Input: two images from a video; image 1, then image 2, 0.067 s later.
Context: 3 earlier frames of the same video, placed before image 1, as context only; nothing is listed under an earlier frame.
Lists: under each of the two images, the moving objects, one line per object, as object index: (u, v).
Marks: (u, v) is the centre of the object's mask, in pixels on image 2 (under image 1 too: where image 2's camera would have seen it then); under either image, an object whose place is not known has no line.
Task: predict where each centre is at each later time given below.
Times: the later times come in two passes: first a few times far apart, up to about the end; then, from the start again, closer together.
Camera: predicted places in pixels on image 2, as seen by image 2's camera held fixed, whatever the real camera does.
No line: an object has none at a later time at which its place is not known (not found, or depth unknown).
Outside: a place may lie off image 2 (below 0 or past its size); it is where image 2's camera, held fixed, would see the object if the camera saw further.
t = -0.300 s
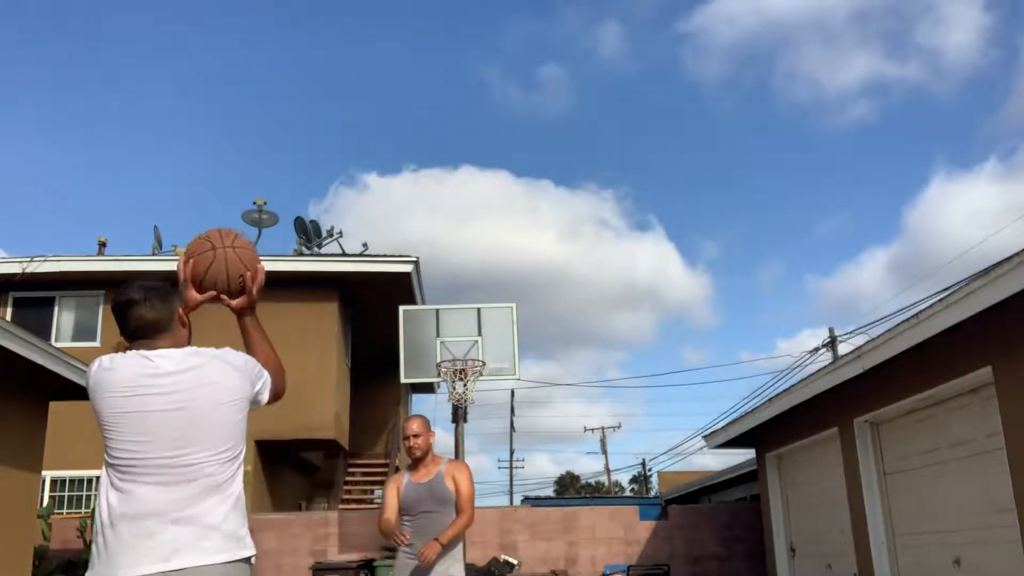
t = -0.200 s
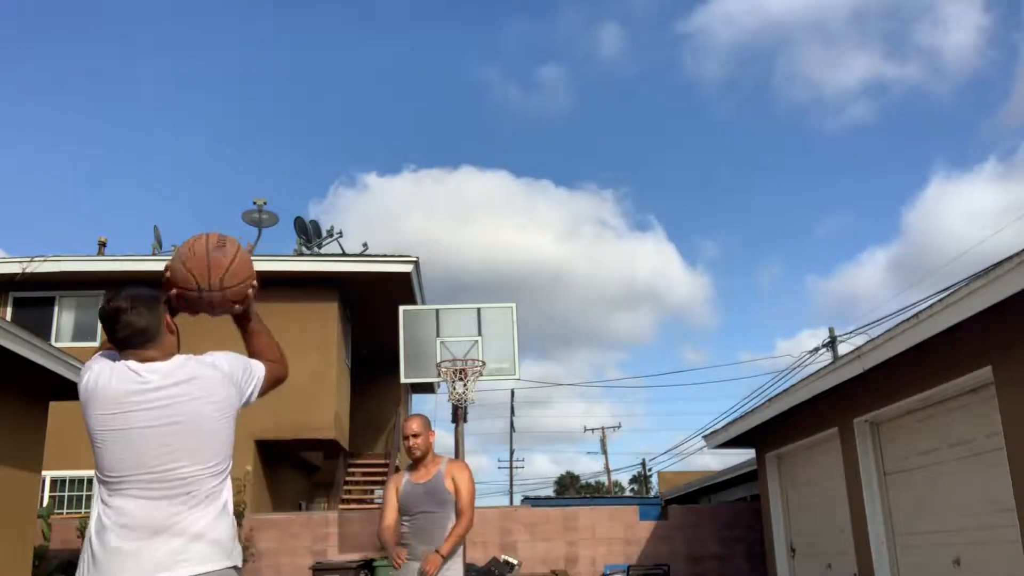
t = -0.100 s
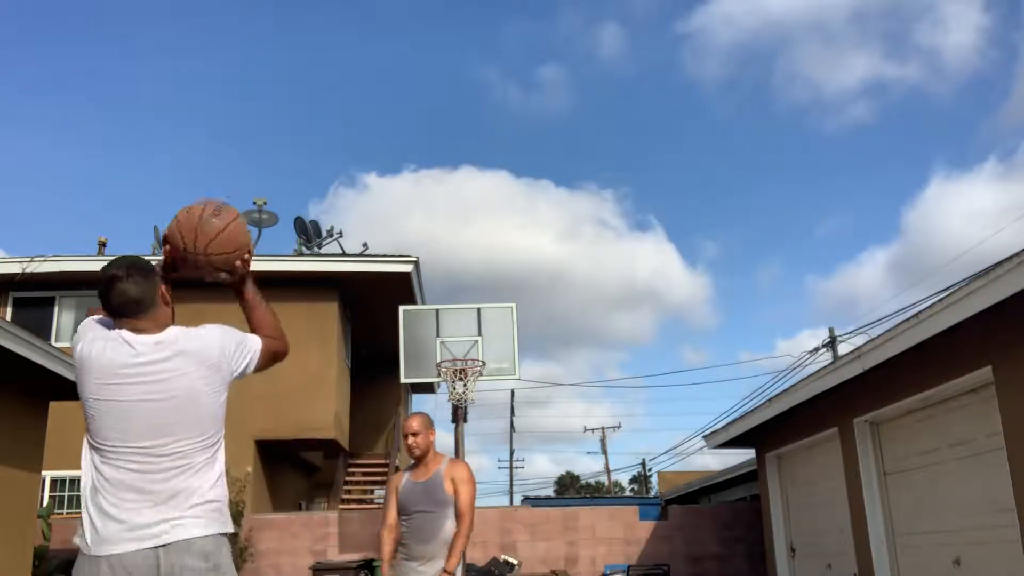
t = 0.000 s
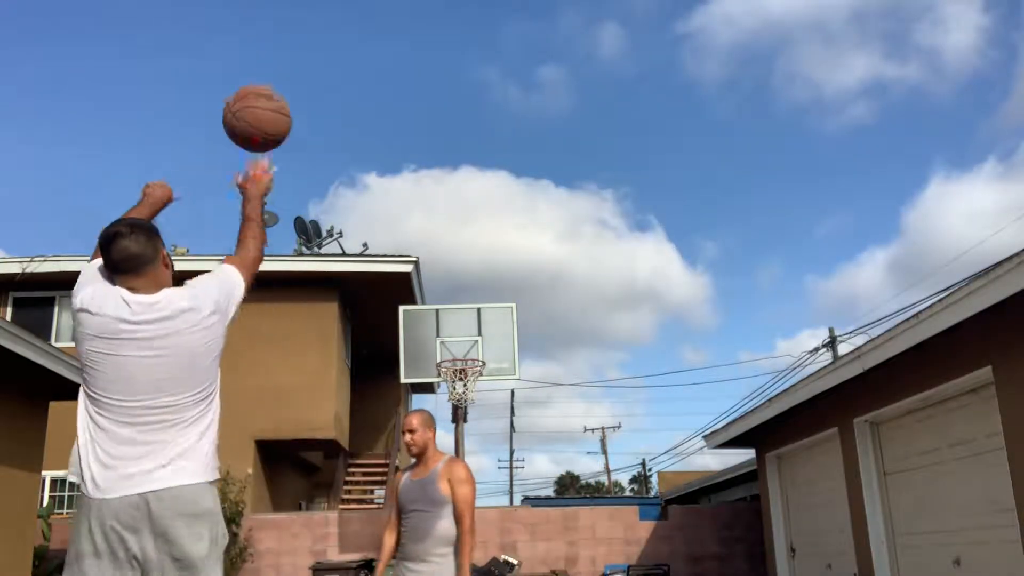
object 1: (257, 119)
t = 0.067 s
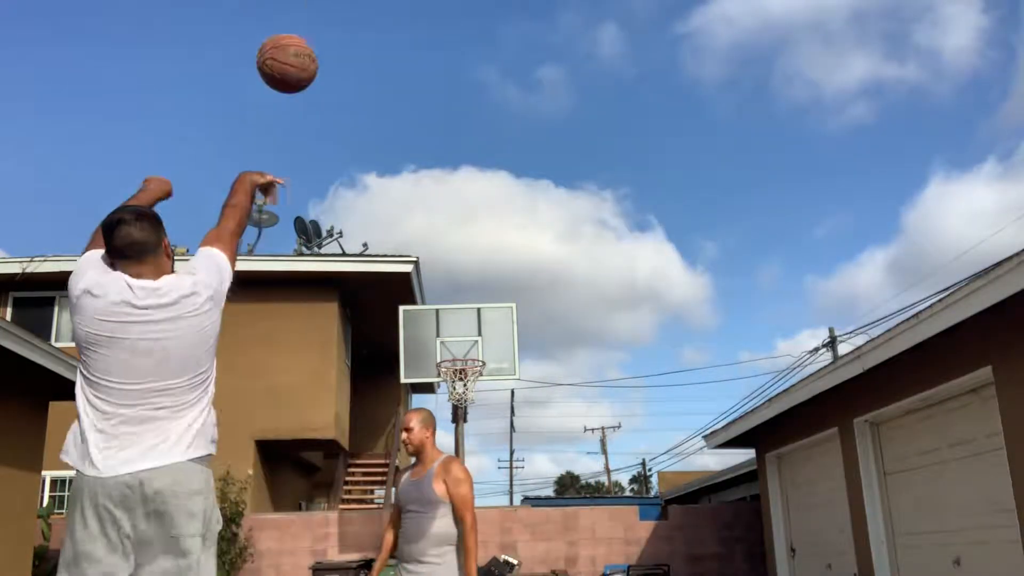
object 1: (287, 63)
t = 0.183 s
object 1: (327, 15)
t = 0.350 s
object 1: (367, 6)
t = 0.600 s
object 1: (403, 37)
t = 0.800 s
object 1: (423, 109)
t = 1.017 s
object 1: (438, 213)
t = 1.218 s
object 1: (449, 331)
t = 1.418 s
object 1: (469, 347)
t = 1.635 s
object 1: (496, 337)
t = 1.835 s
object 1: (524, 370)
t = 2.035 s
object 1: (557, 451)
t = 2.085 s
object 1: (567, 482)
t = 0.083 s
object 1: (294, 53)
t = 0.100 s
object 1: (300, 44)
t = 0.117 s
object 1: (306, 35)
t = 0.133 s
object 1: (311, 27)
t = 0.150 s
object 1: (317, 22)
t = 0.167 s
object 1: (322, 18)
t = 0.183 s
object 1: (327, 15)
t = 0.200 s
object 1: (332, 13)
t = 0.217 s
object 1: (337, 11)
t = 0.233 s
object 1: (341, 10)
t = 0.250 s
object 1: (345, 9)
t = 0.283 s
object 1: (353, 7)
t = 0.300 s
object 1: (356, 6)
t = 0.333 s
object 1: (364, 6)
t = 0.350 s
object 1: (367, 6)
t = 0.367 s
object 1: (370, 6)
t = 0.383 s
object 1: (373, 7)
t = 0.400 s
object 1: (375, 7)
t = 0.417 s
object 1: (378, 8)
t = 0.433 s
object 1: (381, 8)
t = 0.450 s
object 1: (383, 9)
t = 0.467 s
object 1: (385, 11)
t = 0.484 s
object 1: (388, 12)
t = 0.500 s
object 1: (390, 14)
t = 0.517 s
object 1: (392, 16)
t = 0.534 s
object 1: (395, 19)
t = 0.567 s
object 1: (399, 28)
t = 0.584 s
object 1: (401, 32)
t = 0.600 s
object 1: (403, 37)
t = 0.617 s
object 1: (405, 41)
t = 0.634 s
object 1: (407, 47)
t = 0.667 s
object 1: (410, 58)
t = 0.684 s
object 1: (412, 64)
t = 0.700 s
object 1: (414, 70)
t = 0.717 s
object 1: (415, 76)
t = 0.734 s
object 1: (417, 83)
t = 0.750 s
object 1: (418, 89)
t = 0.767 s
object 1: (420, 95)
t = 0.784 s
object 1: (422, 102)
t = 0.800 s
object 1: (423, 109)
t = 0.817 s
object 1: (424, 116)
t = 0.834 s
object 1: (426, 124)
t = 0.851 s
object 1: (427, 131)
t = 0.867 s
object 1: (429, 139)
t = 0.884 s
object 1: (430, 146)
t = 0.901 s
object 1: (431, 154)
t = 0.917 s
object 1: (432, 162)
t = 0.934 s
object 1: (433, 170)
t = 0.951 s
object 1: (434, 178)
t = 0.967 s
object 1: (435, 187)
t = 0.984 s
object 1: (436, 196)
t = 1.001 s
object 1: (437, 204)
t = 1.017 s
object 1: (438, 213)
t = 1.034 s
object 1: (439, 222)
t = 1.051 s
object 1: (440, 232)
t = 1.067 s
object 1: (441, 241)
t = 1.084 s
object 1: (442, 251)
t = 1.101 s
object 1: (443, 260)
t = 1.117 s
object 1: (444, 270)
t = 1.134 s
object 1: (445, 280)
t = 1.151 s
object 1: (446, 290)
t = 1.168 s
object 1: (446, 300)
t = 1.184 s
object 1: (448, 310)
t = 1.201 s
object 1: (448, 321)
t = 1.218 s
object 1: (449, 331)
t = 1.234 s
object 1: (450, 342)
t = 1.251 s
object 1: (451, 352)
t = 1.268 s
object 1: (453, 354)
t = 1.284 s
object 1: (454, 355)
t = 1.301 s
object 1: (455, 359)
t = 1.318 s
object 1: (458, 362)
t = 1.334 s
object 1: (460, 362)
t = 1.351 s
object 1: (461, 359)
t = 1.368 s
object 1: (462, 356)
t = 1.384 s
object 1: (464, 353)
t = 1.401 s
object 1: (466, 350)
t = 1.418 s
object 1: (469, 347)
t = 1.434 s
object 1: (471, 345)
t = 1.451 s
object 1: (473, 343)
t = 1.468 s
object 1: (475, 341)
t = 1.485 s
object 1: (477, 340)
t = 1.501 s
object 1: (479, 339)
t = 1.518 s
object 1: (481, 338)
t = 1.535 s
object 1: (483, 337)
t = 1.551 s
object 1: (485, 336)
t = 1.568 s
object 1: (487, 336)
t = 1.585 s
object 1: (490, 336)
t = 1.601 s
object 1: (492, 336)
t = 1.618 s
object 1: (494, 337)
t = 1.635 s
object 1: (496, 337)
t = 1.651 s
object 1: (499, 338)
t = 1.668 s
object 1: (501, 340)
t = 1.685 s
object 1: (503, 341)
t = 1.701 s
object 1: (505, 343)
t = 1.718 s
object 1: (507, 345)
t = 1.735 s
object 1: (510, 348)
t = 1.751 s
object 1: (512, 351)
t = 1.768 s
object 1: (515, 354)
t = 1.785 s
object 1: (517, 357)
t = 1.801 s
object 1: (519, 361)
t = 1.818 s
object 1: (522, 365)
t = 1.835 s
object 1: (524, 370)
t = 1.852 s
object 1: (527, 374)
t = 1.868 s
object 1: (529, 379)
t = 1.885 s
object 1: (532, 385)
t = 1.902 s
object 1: (535, 391)
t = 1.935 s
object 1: (540, 403)
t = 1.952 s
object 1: (543, 410)
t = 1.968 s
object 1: (546, 418)
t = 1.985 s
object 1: (548, 425)
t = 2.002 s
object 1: (551, 433)
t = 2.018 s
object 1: (554, 442)
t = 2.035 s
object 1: (557, 451)
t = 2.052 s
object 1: (560, 461)
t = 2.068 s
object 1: (563, 471)
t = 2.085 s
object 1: (567, 482)
